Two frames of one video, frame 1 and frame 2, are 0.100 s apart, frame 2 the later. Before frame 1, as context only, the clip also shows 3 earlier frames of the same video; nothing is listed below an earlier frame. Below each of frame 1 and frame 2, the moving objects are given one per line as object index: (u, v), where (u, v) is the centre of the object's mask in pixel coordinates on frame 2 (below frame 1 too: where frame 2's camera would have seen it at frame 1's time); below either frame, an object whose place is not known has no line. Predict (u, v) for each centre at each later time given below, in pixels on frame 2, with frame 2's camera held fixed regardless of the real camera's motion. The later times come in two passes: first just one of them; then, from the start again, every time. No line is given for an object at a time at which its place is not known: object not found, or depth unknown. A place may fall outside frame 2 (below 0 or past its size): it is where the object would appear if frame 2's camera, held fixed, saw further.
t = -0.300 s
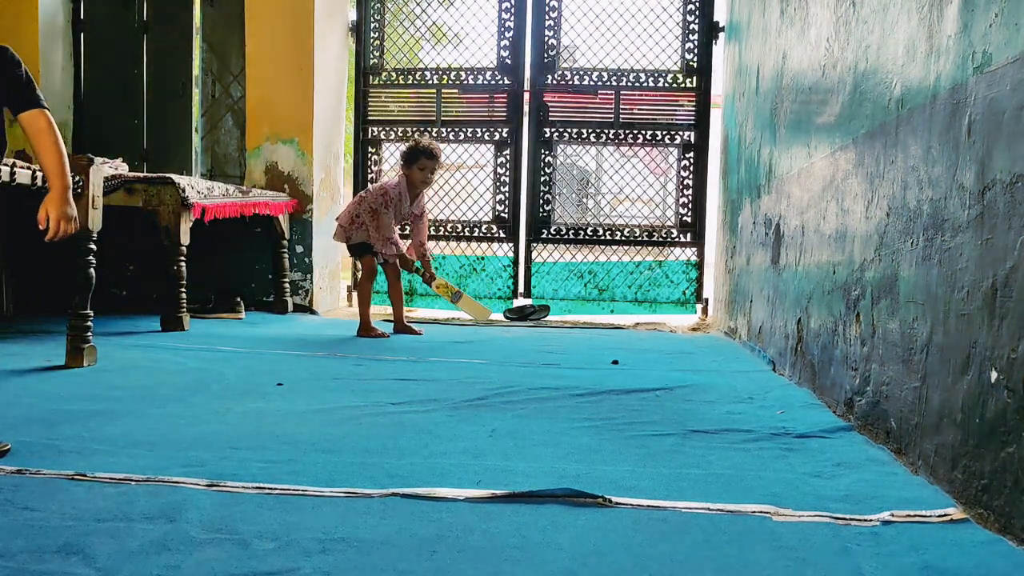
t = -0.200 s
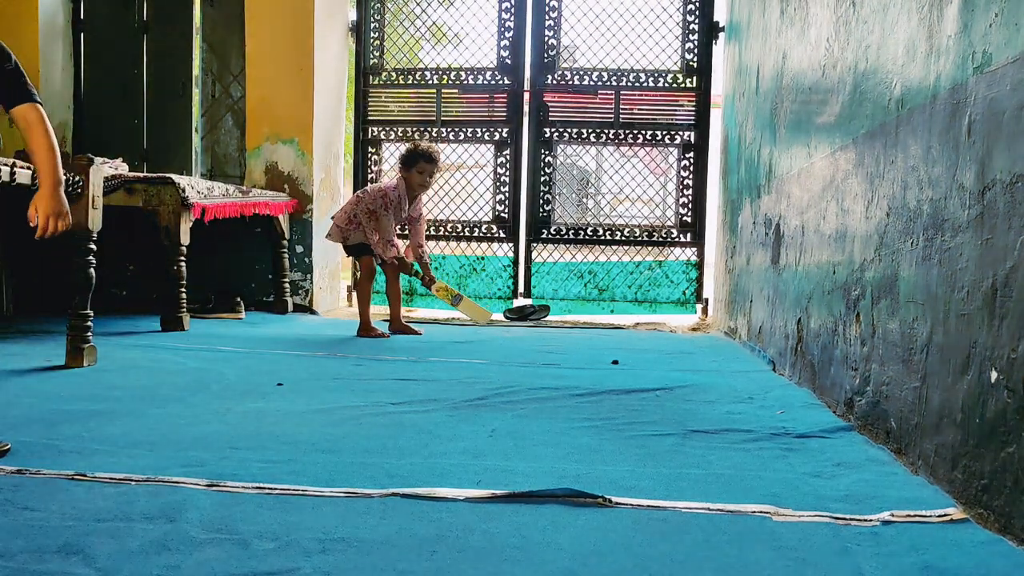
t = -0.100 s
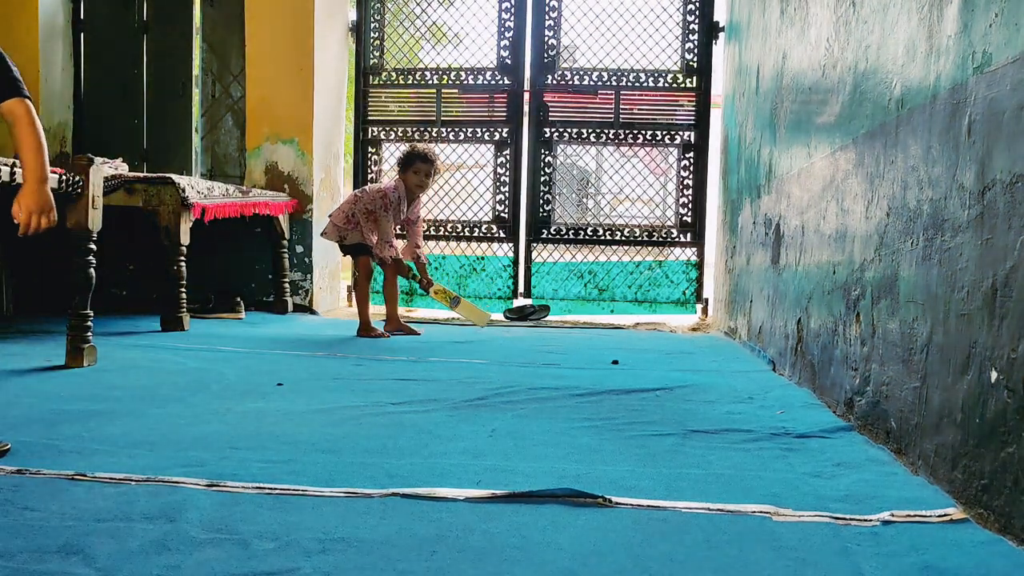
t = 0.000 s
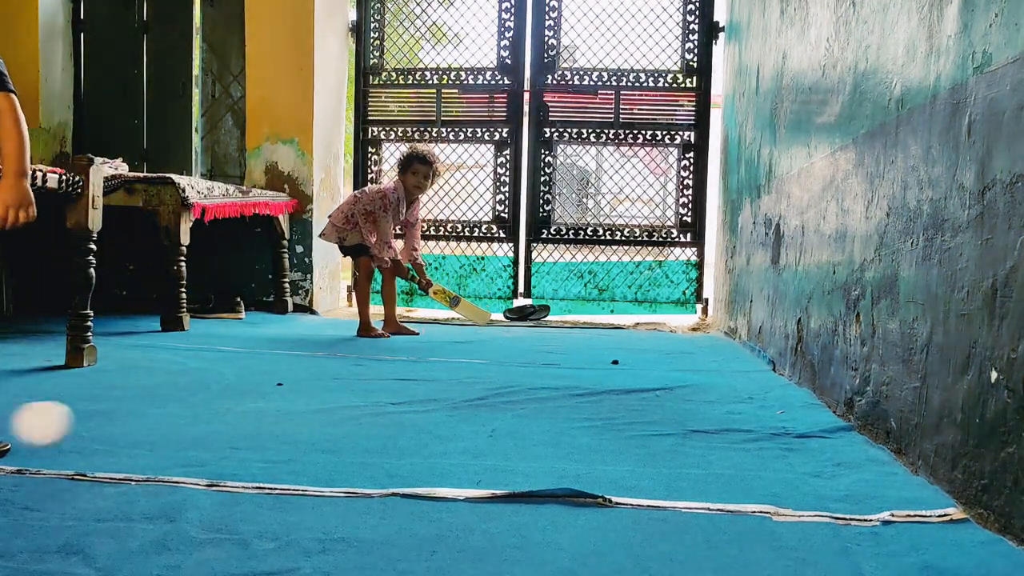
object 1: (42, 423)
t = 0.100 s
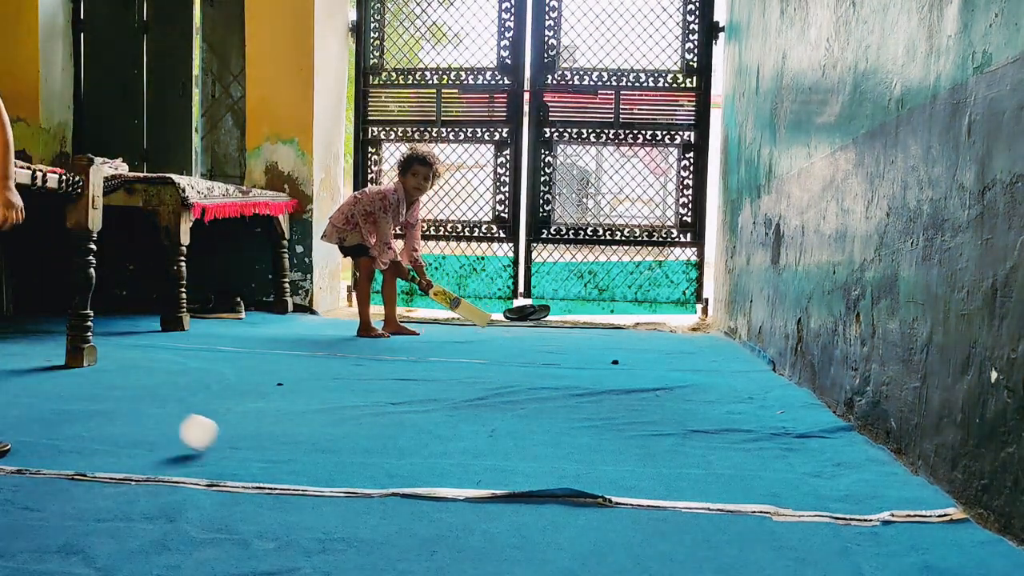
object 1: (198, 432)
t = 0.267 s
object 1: (299, 358)
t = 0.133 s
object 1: (225, 408)
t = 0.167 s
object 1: (247, 385)
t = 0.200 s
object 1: (266, 370)
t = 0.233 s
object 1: (284, 361)
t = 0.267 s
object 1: (299, 358)
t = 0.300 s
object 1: (314, 361)
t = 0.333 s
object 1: (327, 367)
